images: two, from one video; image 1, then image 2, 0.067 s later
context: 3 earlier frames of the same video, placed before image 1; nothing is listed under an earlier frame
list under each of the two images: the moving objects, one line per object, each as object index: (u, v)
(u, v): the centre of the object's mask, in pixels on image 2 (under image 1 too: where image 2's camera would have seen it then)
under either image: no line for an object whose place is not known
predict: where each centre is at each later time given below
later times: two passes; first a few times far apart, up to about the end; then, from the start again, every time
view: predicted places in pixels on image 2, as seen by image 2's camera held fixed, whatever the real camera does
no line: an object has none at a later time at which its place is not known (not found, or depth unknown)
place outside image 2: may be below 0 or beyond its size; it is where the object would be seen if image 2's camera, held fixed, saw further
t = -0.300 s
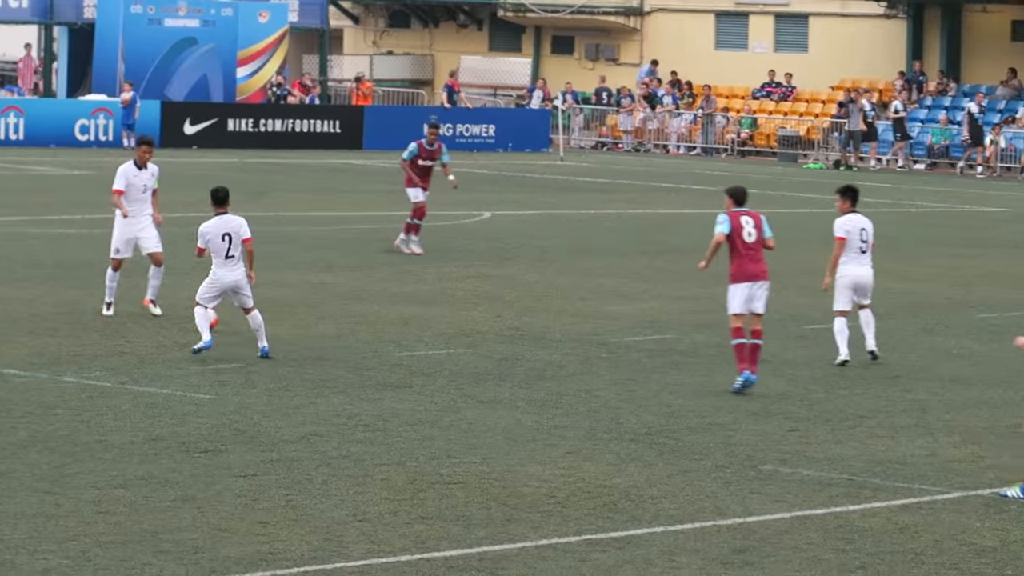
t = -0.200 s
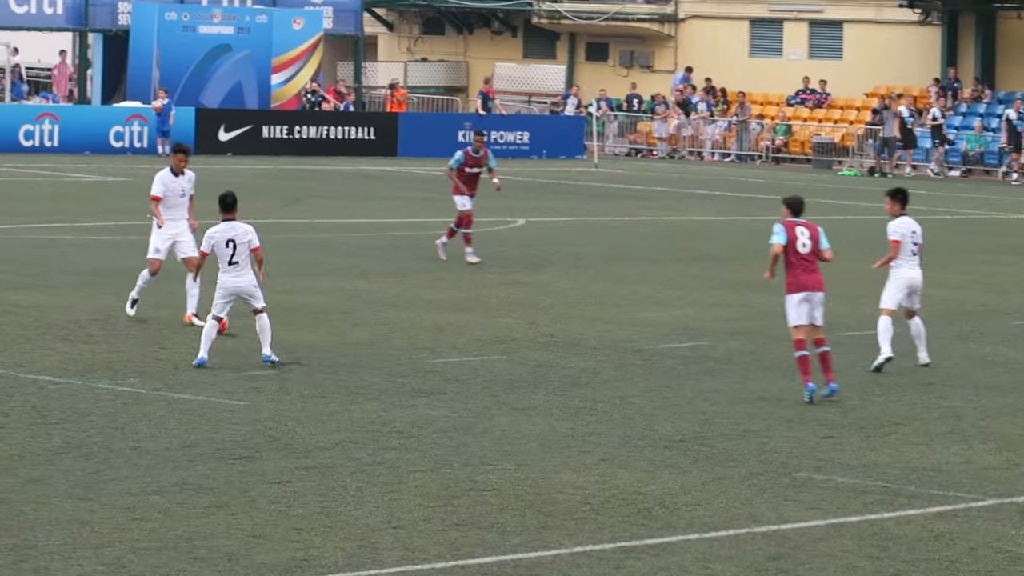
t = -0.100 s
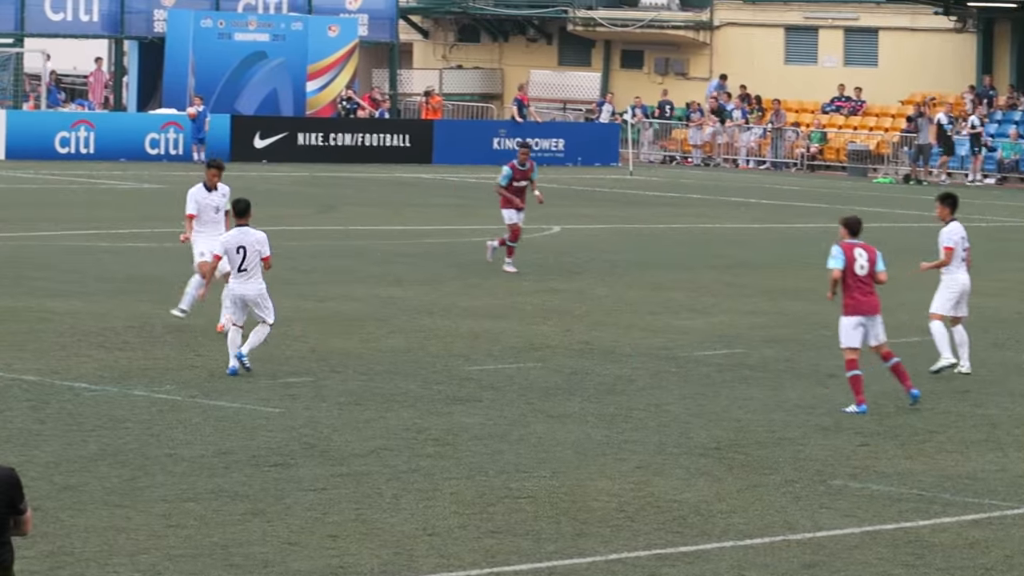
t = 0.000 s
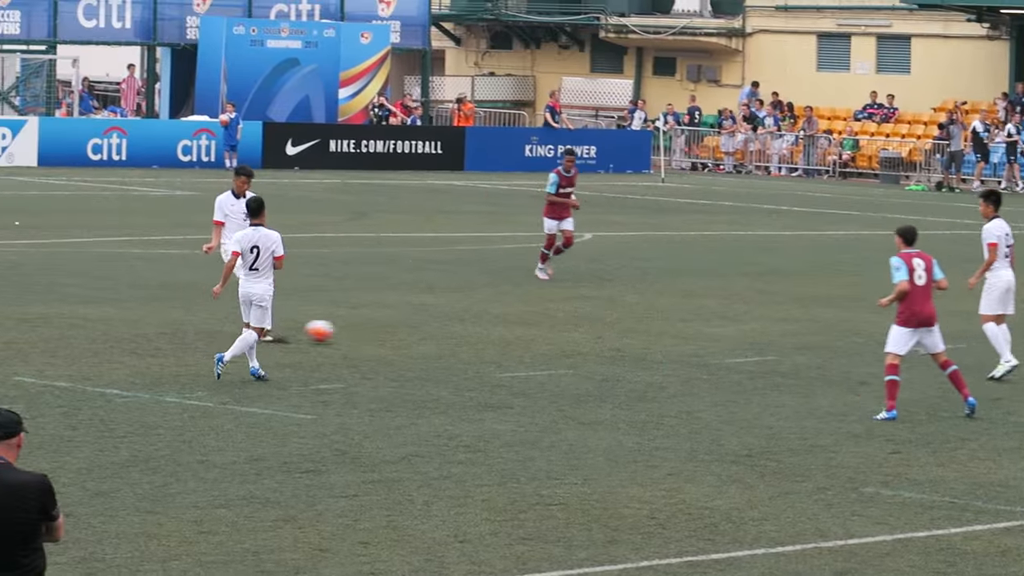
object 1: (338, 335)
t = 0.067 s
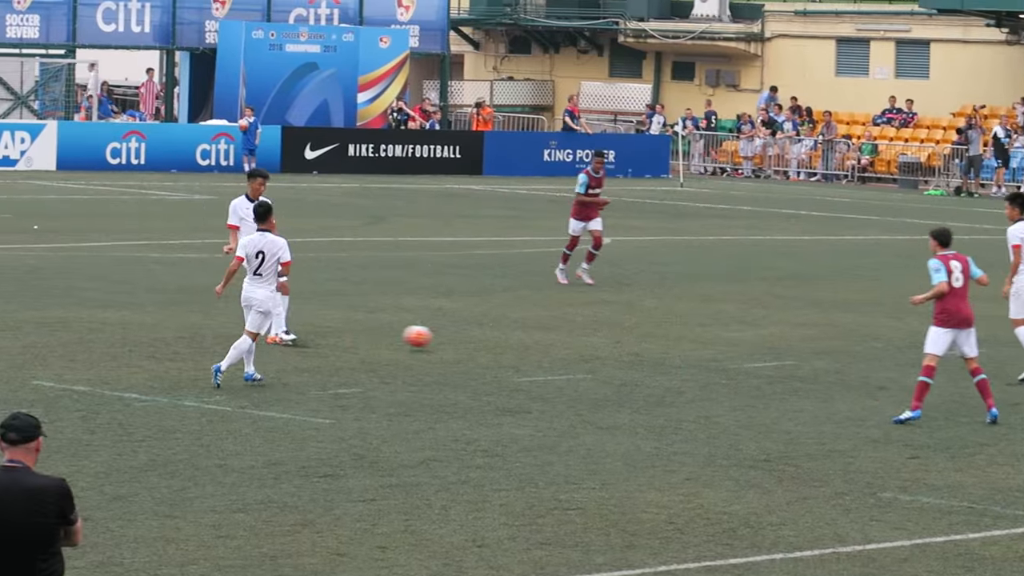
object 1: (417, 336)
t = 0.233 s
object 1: (601, 343)
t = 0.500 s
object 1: (833, 348)
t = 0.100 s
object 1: (456, 338)
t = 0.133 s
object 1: (496, 342)
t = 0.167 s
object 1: (531, 342)
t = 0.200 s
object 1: (566, 342)
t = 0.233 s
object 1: (601, 343)
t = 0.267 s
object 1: (634, 346)
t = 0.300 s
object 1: (665, 346)
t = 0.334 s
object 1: (694, 344)
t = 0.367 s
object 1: (724, 344)
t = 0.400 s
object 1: (752, 346)
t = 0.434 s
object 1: (781, 348)
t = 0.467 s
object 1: (809, 351)
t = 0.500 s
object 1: (833, 348)
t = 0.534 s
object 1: (858, 346)
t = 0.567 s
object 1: (882, 346)
